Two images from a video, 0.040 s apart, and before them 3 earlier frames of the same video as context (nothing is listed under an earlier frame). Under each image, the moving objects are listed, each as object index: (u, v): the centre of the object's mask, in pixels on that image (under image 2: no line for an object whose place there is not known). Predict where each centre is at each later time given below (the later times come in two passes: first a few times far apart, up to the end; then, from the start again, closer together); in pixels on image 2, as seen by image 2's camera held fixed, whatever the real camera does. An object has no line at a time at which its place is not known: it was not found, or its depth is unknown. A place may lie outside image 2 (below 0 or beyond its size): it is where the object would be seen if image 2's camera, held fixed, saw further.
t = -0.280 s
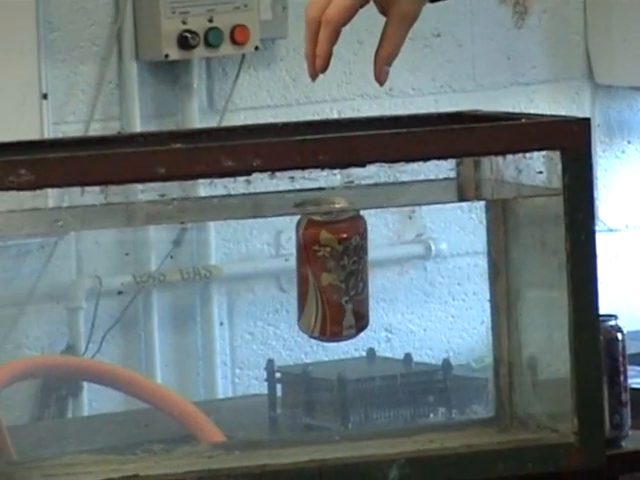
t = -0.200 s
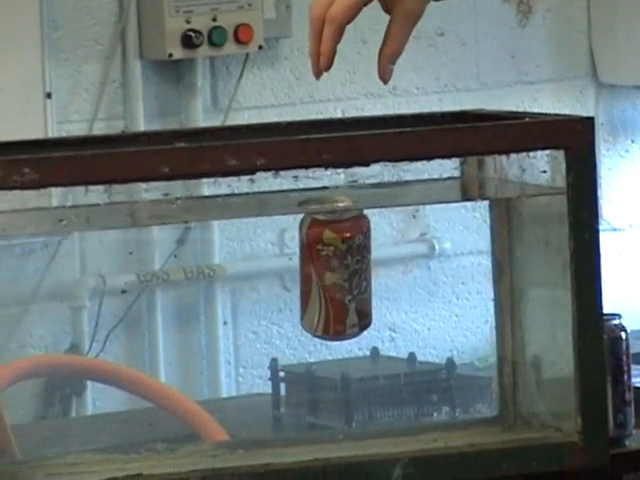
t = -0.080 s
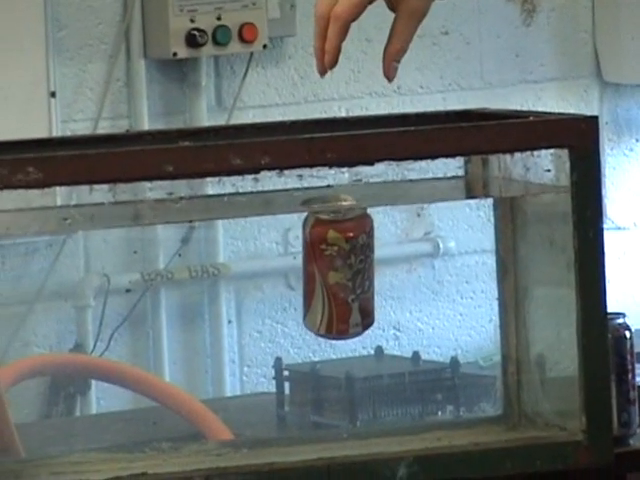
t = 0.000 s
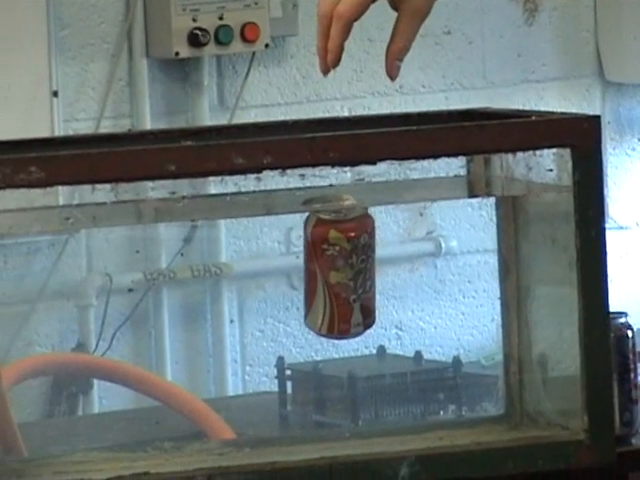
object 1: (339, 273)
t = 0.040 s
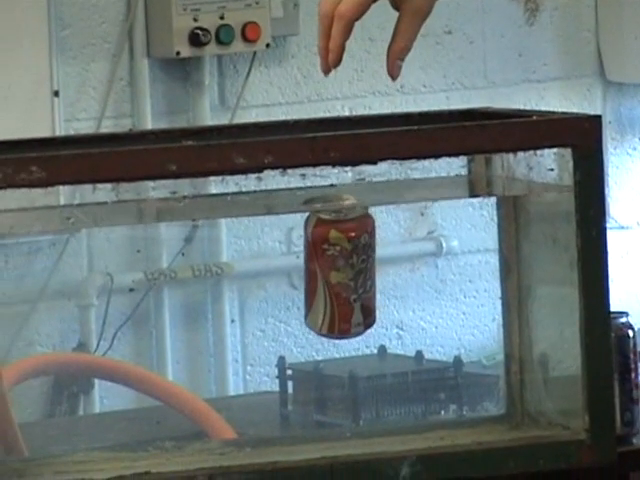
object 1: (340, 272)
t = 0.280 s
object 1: (335, 273)
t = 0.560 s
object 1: (330, 274)
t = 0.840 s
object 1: (328, 274)
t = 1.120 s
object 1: (323, 275)
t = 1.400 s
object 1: (320, 270)
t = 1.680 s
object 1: (317, 274)
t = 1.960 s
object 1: (313, 274)
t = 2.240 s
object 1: (308, 275)
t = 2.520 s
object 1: (305, 276)
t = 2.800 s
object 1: (303, 275)
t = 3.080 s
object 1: (298, 270)
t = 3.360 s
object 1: (295, 277)
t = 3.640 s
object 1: (292, 276)
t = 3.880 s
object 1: (290, 276)
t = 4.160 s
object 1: (286, 277)
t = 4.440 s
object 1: (283, 276)
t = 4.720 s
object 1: (282, 276)
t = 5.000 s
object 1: (277, 272)
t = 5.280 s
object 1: (274, 272)
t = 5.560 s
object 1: (273, 272)
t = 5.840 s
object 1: (269, 274)
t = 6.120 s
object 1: (265, 273)
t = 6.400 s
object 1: (264, 273)
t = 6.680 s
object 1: (262, 272)
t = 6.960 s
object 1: (258, 277)
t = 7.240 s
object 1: (256, 273)
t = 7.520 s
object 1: (255, 274)
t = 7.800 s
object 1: (251, 278)
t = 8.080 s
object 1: (248, 274)
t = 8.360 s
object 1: (247, 278)
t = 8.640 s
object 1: (245, 278)
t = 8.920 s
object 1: (242, 279)
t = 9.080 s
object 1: (241, 279)
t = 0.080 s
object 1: (339, 273)
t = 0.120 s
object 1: (338, 273)
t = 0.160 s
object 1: (338, 273)
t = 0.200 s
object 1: (337, 273)
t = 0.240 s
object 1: (336, 273)
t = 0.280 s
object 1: (335, 273)
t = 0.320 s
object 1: (334, 274)
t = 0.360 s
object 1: (333, 274)
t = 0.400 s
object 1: (333, 274)
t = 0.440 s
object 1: (332, 274)
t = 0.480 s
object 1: (331, 274)
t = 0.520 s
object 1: (331, 274)
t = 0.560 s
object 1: (330, 274)
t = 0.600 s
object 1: (330, 274)
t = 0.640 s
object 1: (330, 274)
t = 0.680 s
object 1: (329, 274)
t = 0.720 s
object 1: (329, 274)
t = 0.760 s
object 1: (329, 274)
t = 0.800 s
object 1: (328, 274)
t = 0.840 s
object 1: (328, 274)
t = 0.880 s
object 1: (328, 274)
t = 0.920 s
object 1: (327, 274)
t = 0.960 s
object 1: (326, 275)
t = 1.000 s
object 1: (325, 275)
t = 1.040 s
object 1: (325, 275)
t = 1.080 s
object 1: (324, 275)
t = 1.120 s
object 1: (323, 275)
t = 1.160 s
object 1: (323, 275)
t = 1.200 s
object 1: (322, 274)
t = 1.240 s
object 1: (323, 271)
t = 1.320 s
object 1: (322, 271)
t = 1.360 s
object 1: (321, 271)
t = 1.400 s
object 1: (320, 270)
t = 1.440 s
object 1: (319, 274)
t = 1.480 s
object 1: (318, 270)
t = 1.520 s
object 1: (318, 274)
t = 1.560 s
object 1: (318, 275)
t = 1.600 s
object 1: (317, 275)
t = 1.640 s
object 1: (317, 275)
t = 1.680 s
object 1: (317, 274)
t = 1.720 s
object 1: (317, 270)
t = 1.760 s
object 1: (316, 269)
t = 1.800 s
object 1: (316, 269)
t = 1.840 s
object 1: (316, 273)
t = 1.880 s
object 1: (315, 273)
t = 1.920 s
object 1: (314, 274)
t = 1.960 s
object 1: (313, 274)
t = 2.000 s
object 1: (313, 274)
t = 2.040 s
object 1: (312, 275)
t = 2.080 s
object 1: (311, 275)
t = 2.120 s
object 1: (311, 275)
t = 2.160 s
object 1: (310, 275)
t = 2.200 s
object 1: (309, 275)
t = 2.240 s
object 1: (308, 275)
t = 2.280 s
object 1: (308, 275)
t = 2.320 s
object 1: (307, 275)
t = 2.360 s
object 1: (307, 275)
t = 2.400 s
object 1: (306, 275)
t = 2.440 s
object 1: (306, 275)
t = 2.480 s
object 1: (305, 276)
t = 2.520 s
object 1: (305, 276)
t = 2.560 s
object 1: (305, 276)
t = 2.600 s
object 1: (305, 276)
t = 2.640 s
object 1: (304, 275)
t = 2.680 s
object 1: (304, 275)
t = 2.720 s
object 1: (304, 275)
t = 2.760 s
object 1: (303, 275)
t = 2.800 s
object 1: (303, 275)
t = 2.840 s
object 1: (302, 275)
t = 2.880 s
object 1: (302, 275)
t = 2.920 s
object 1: (301, 276)
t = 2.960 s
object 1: (301, 275)
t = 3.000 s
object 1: (300, 275)
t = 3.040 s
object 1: (299, 276)
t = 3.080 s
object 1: (298, 270)
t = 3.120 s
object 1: (298, 275)
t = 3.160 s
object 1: (297, 276)
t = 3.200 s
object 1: (297, 276)
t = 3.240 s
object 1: (296, 276)
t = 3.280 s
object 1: (295, 276)
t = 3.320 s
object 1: (295, 276)
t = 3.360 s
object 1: (295, 277)
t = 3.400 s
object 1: (294, 277)
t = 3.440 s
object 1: (294, 276)
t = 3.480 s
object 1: (293, 276)
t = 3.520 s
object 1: (293, 276)
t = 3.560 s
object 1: (293, 276)
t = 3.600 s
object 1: (293, 276)
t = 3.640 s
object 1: (292, 276)
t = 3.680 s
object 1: (292, 276)
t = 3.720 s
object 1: (292, 276)
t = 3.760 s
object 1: (292, 276)
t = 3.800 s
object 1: (291, 276)
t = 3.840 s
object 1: (291, 276)
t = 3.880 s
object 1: (290, 276)
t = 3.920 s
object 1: (289, 276)
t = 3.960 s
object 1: (289, 277)
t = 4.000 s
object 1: (288, 277)
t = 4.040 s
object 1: (287, 277)
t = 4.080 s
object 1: (287, 277)
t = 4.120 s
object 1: (286, 277)
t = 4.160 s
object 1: (286, 277)
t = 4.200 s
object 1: (285, 276)
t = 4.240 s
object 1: (285, 276)
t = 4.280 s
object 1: (284, 276)
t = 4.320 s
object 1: (284, 276)
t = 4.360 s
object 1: (284, 276)
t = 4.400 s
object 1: (283, 276)
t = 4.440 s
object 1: (283, 276)
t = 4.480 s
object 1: (283, 276)
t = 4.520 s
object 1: (283, 276)
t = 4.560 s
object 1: (283, 277)
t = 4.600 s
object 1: (282, 276)
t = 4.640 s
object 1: (282, 276)
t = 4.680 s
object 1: (282, 276)
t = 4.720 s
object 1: (282, 276)
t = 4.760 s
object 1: (281, 271)
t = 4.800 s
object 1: (280, 271)
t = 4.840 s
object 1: (280, 271)
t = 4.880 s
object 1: (279, 271)
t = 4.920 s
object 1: (278, 271)
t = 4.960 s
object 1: (278, 271)
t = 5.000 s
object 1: (277, 272)
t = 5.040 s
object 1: (276, 272)
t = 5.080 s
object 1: (276, 272)
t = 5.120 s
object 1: (275, 272)
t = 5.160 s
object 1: (275, 273)
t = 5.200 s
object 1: (275, 272)
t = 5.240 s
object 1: (274, 272)
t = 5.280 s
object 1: (274, 272)
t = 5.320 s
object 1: (274, 272)
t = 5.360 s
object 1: (273, 272)
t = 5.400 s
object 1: (273, 272)
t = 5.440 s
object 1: (273, 272)
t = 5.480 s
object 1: (273, 272)
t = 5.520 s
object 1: (273, 272)
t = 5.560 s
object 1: (273, 272)
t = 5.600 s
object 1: (272, 272)
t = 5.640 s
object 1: (272, 272)
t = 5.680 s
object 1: (272, 277)
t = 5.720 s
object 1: (271, 277)
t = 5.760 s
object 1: (270, 274)
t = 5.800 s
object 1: (270, 274)
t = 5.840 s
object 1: (269, 274)
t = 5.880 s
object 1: (269, 272)
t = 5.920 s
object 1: (268, 273)
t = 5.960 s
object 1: (268, 273)
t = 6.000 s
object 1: (267, 274)
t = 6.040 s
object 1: (266, 273)
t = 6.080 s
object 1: (266, 273)
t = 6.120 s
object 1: (265, 273)
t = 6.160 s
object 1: (265, 273)
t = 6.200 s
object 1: (265, 274)
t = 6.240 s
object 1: (265, 272)
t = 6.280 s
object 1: (265, 273)
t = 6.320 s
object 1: (264, 273)
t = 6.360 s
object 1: (264, 273)
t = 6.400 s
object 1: (264, 273)
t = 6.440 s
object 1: (264, 272)
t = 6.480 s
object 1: (264, 273)
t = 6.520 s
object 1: (263, 272)
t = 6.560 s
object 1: (263, 273)
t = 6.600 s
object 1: (263, 272)
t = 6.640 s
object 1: (262, 272)
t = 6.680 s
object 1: (262, 272)
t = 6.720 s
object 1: (262, 272)
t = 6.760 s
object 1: (261, 273)
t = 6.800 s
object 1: (261, 273)
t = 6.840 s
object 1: (260, 273)
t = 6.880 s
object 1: (259, 273)
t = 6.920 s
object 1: (259, 277)
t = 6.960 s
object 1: (258, 277)
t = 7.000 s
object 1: (257, 274)
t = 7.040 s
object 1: (257, 274)
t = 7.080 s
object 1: (257, 273)
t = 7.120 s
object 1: (257, 273)
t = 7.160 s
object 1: (257, 273)
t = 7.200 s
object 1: (256, 273)
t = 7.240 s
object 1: (256, 273)
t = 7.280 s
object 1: (256, 273)
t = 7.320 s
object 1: (256, 273)
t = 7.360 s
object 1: (256, 273)
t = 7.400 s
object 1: (255, 274)
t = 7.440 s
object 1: (255, 274)
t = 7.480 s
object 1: (255, 274)
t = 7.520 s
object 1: (255, 274)
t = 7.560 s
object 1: (254, 274)
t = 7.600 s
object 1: (254, 274)
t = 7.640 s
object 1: (253, 276)
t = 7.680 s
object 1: (253, 274)
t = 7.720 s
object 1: (252, 274)
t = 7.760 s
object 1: (252, 275)
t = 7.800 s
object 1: (251, 278)
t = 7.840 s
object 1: (251, 278)
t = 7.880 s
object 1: (250, 278)
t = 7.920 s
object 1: (249, 275)
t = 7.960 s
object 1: (249, 275)
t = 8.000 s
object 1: (249, 274)
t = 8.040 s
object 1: (248, 275)
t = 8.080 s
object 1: (248, 274)
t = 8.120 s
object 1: (248, 275)
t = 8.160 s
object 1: (248, 278)
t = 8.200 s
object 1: (248, 279)
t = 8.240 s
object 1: (248, 279)
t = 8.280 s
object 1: (247, 278)
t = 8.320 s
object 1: (247, 278)
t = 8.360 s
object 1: (247, 278)
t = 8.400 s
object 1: (247, 278)
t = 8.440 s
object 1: (247, 278)
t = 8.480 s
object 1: (247, 278)
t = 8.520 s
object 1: (246, 278)
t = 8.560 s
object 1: (246, 275)
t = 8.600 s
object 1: (245, 278)
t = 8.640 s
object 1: (245, 278)
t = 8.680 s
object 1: (245, 279)
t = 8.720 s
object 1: (244, 279)
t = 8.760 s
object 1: (243, 279)
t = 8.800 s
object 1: (243, 277)
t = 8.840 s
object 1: (243, 279)
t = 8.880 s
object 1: (242, 279)
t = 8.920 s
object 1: (242, 279)
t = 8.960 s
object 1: (241, 279)
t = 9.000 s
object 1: (241, 279)
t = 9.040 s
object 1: (241, 279)
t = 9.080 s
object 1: (241, 279)
